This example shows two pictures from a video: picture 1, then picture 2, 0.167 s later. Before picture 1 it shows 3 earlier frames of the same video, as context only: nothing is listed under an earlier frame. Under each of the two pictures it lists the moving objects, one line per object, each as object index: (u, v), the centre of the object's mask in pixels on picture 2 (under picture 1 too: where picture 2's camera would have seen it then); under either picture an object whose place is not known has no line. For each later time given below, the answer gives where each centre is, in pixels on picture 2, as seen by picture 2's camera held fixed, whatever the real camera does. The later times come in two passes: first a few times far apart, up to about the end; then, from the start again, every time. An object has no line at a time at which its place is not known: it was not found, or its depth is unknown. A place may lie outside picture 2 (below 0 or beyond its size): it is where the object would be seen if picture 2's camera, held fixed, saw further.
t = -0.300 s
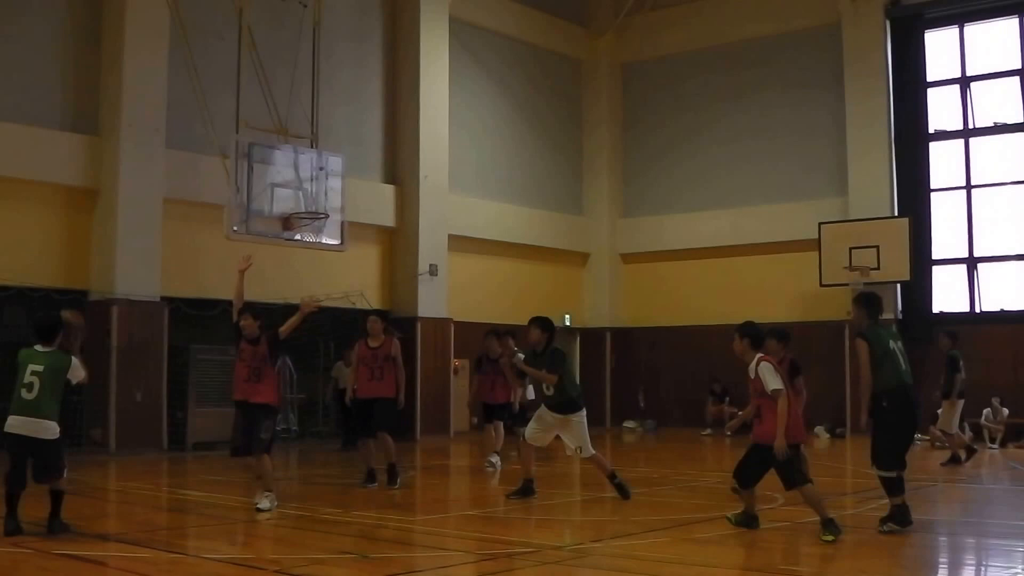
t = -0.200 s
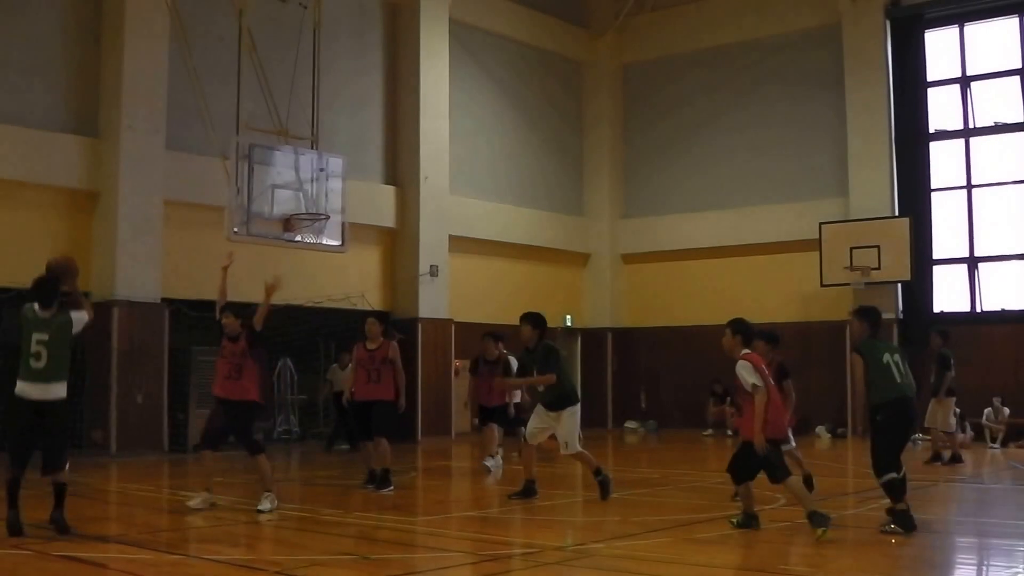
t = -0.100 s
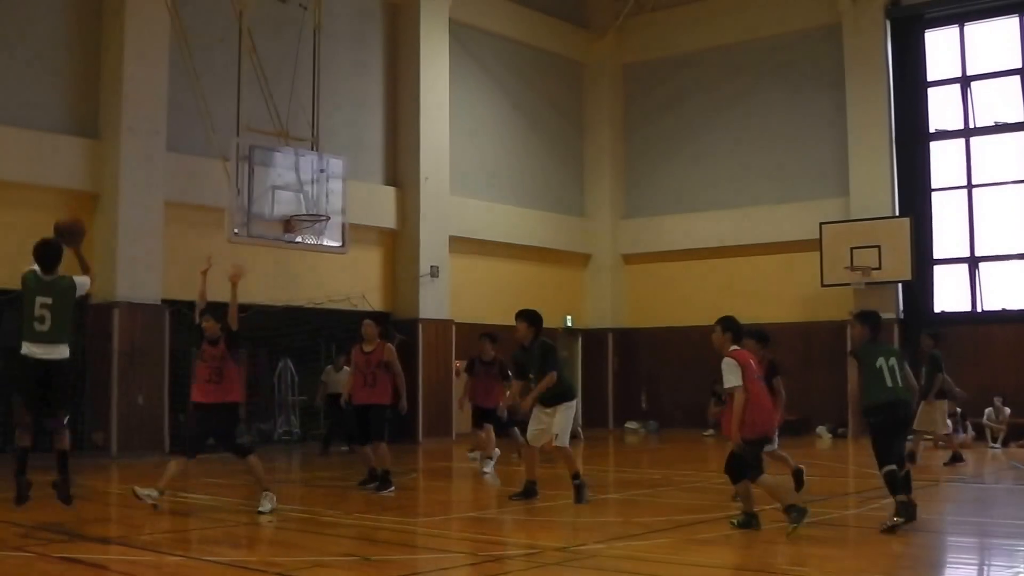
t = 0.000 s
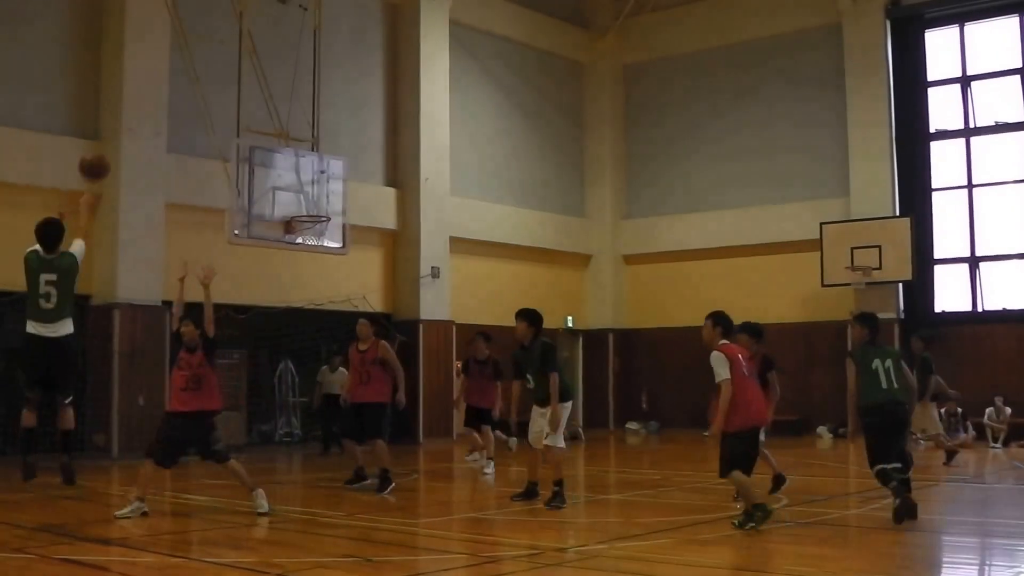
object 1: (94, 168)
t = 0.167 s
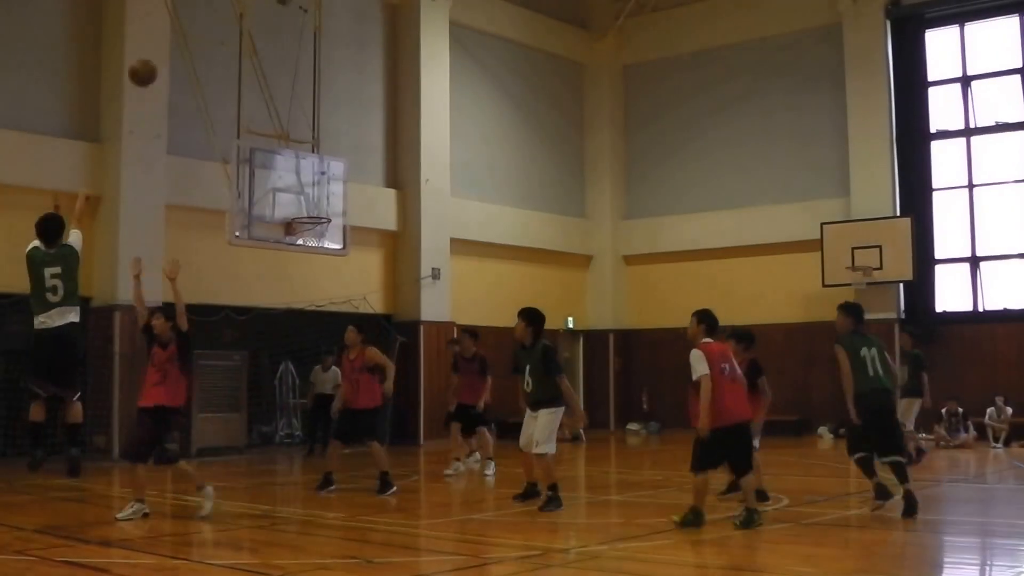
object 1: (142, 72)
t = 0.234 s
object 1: (159, 47)
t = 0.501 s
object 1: (214, 7)
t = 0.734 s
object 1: (251, 26)
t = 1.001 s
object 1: (286, 102)
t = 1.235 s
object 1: (311, 206)
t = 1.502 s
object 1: (311, 249)
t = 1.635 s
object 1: (307, 275)
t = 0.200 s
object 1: (151, 58)
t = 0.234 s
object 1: (159, 47)
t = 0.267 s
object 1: (166, 36)
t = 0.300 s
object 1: (174, 28)
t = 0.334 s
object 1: (181, 21)
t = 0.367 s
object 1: (189, 16)
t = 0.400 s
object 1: (195, 12)
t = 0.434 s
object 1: (202, 9)
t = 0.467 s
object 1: (208, 8)
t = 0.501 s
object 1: (214, 7)
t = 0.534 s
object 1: (220, 7)
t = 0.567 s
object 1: (226, 7)
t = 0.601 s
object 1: (231, 9)
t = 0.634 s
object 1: (236, 12)
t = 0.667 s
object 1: (242, 16)
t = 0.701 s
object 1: (247, 21)
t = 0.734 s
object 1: (251, 26)
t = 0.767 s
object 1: (257, 34)
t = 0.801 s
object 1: (261, 41)
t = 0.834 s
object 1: (265, 49)
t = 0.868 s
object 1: (270, 59)
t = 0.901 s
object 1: (274, 69)
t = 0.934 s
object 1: (278, 80)
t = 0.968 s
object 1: (282, 91)
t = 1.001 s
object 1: (286, 102)
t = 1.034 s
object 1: (289, 116)
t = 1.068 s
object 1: (293, 129)
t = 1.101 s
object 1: (297, 143)
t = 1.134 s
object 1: (301, 158)
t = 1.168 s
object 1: (304, 174)
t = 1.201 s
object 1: (307, 190)
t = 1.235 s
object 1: (311, 206)
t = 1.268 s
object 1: (314, 224)
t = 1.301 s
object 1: (316, 235)
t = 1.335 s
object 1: (316, 234)
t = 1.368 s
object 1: (315, 236)
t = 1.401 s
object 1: (314, 238)
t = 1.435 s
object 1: (313, 240)
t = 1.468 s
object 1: (312, 244)
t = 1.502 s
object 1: (311, 249)
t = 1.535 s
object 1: (310, 254)
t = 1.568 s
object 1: (309, 260)
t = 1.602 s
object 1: (308, 267)
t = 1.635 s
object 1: (307, 275)
